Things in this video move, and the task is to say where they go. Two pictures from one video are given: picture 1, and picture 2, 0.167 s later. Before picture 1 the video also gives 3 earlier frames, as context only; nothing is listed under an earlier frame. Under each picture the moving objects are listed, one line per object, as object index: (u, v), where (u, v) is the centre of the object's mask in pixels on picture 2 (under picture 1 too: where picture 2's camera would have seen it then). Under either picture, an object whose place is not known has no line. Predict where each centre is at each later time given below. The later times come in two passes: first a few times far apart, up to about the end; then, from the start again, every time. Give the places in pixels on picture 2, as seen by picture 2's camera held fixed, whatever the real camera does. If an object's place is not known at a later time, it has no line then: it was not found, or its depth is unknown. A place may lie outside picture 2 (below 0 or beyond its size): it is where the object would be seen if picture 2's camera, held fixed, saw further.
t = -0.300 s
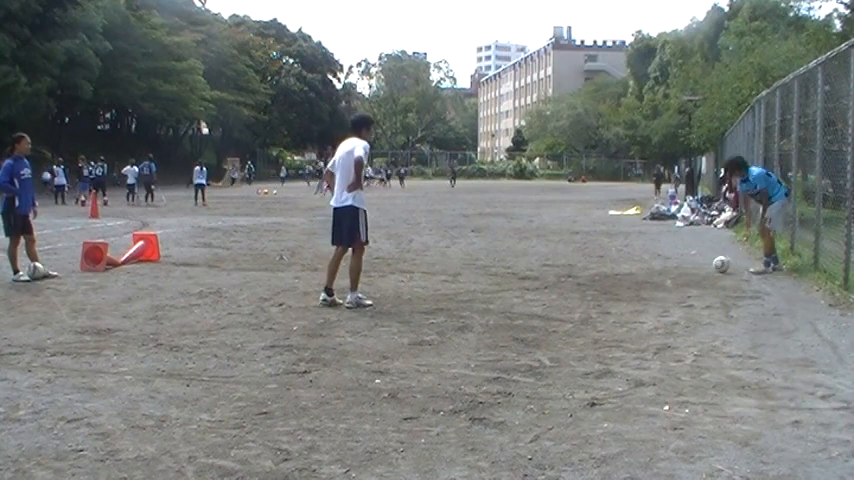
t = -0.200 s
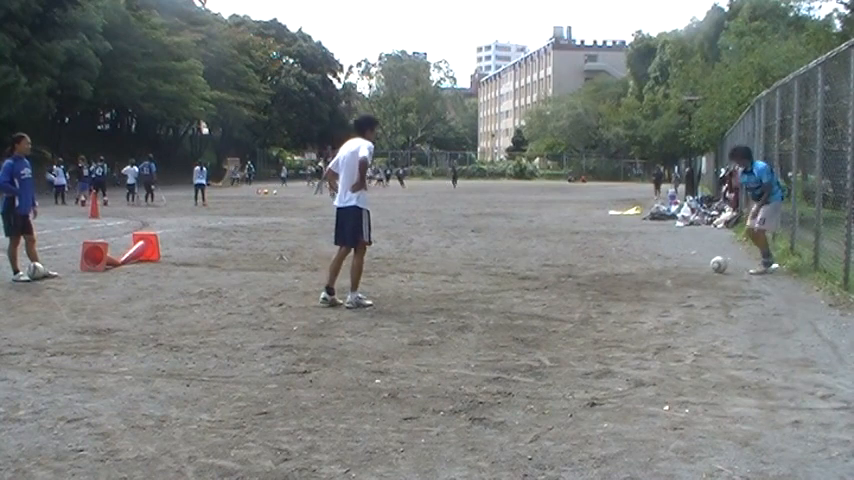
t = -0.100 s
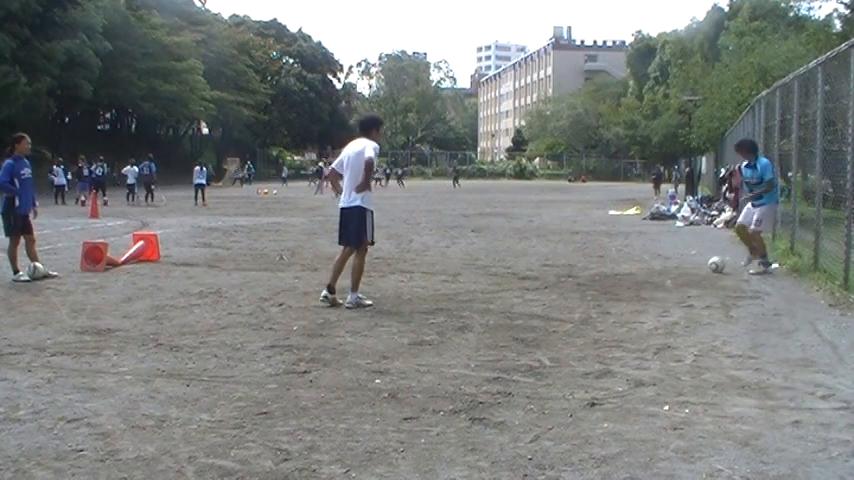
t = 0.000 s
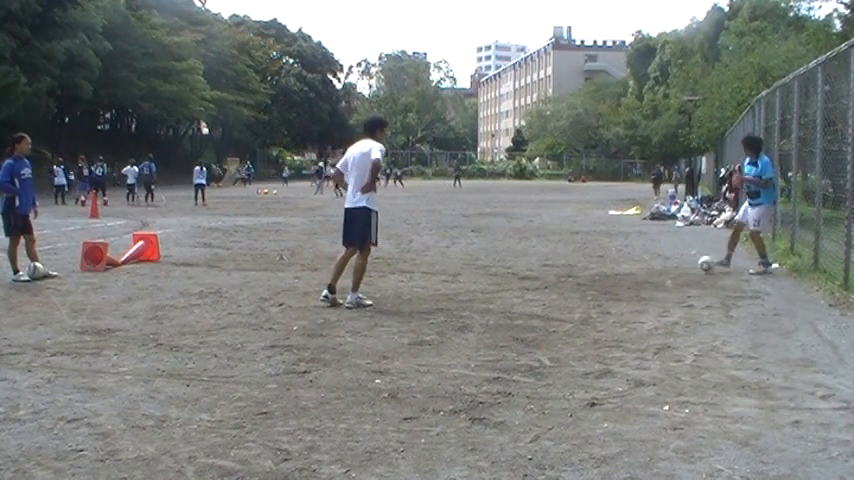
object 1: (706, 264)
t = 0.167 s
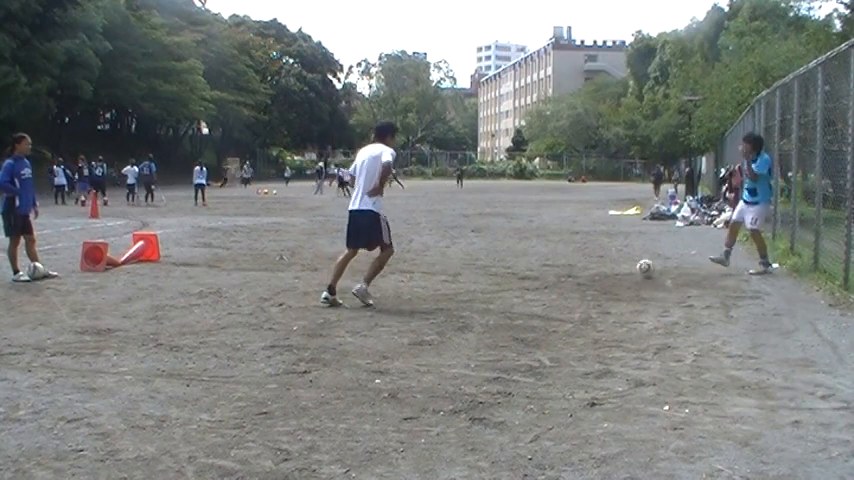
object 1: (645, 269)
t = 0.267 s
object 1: (612, 269)
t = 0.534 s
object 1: (537, 276)
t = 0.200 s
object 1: (634, 267)
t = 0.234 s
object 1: (623, 268)
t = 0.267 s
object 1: (612, 269)
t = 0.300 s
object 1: (600, 273)
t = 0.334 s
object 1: (590, 274)
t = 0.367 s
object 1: (581, 271)
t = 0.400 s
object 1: (573, 269)
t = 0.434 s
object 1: (564, 269)
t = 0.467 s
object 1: (556, 270)
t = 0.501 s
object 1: (546, 272)
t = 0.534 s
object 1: (537, 276)
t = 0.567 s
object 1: (528, 280)
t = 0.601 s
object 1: (520, 278)
